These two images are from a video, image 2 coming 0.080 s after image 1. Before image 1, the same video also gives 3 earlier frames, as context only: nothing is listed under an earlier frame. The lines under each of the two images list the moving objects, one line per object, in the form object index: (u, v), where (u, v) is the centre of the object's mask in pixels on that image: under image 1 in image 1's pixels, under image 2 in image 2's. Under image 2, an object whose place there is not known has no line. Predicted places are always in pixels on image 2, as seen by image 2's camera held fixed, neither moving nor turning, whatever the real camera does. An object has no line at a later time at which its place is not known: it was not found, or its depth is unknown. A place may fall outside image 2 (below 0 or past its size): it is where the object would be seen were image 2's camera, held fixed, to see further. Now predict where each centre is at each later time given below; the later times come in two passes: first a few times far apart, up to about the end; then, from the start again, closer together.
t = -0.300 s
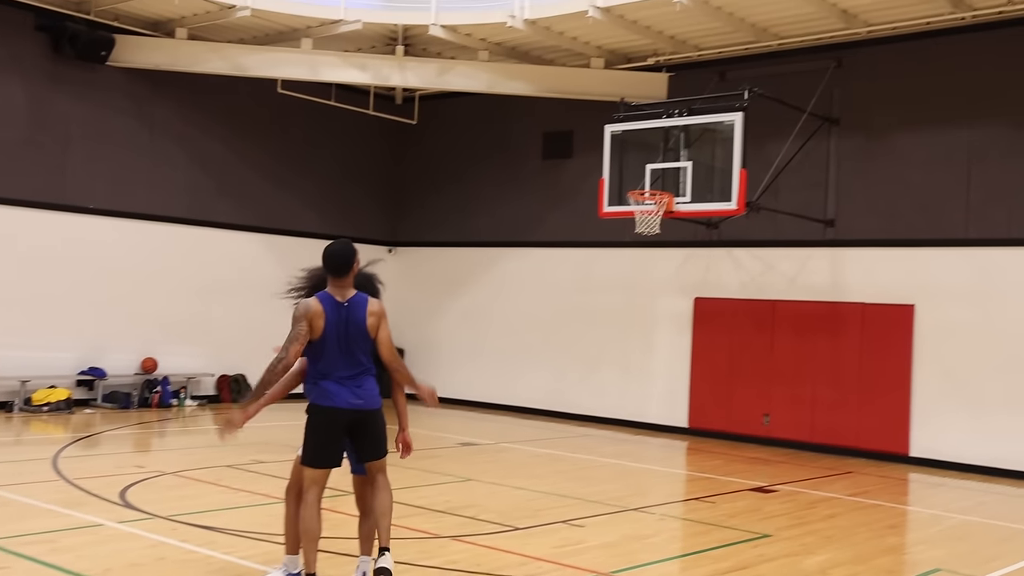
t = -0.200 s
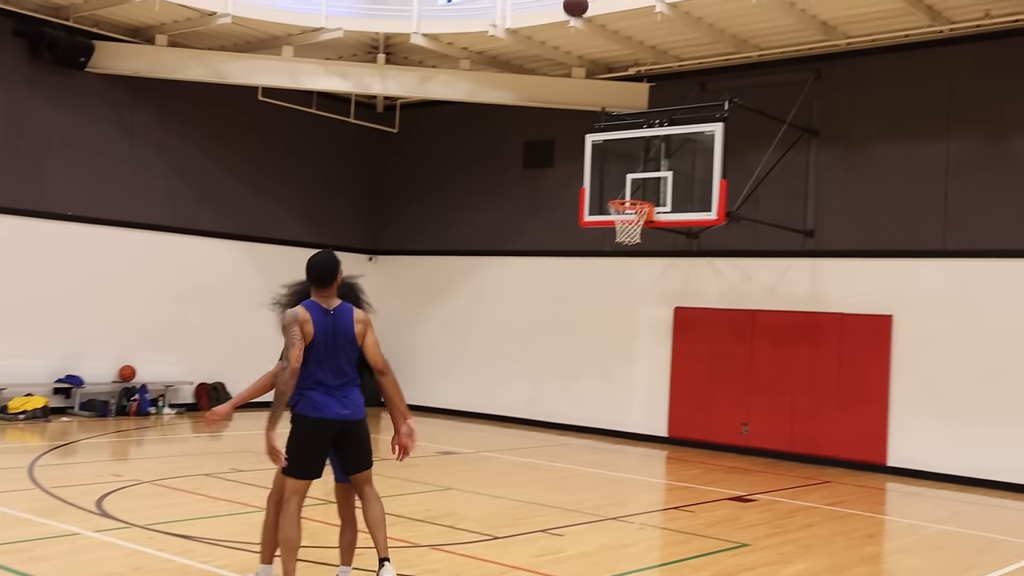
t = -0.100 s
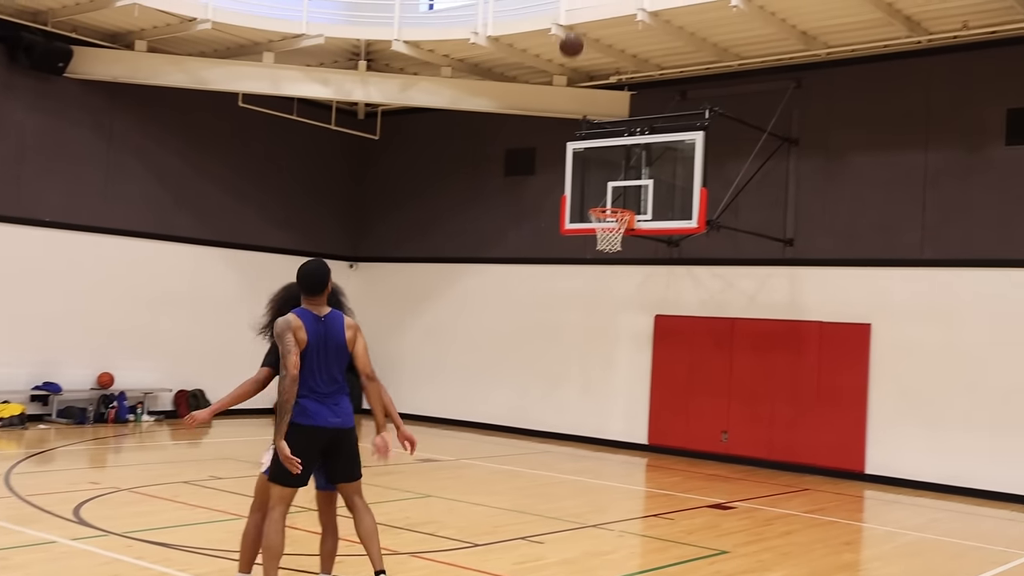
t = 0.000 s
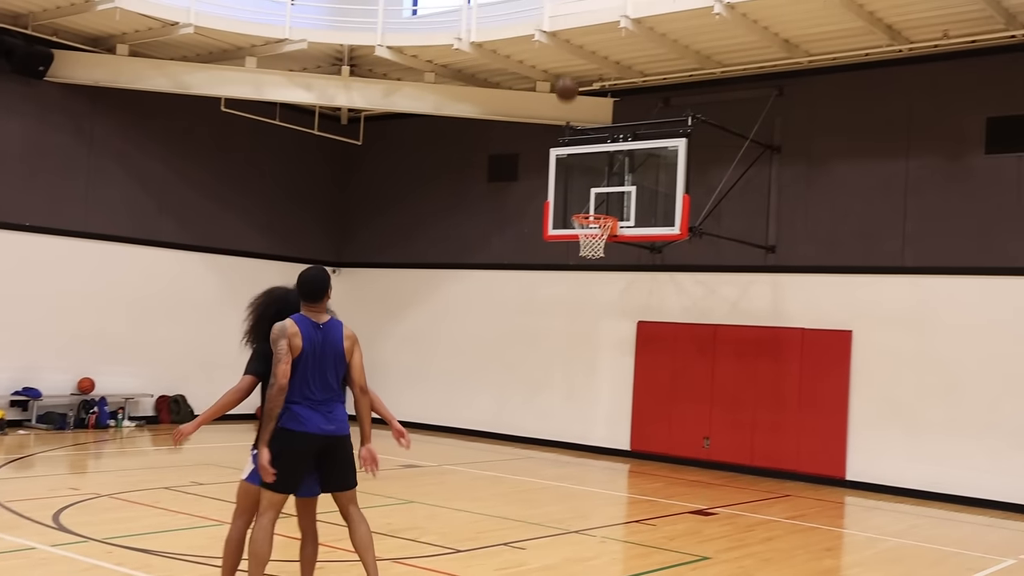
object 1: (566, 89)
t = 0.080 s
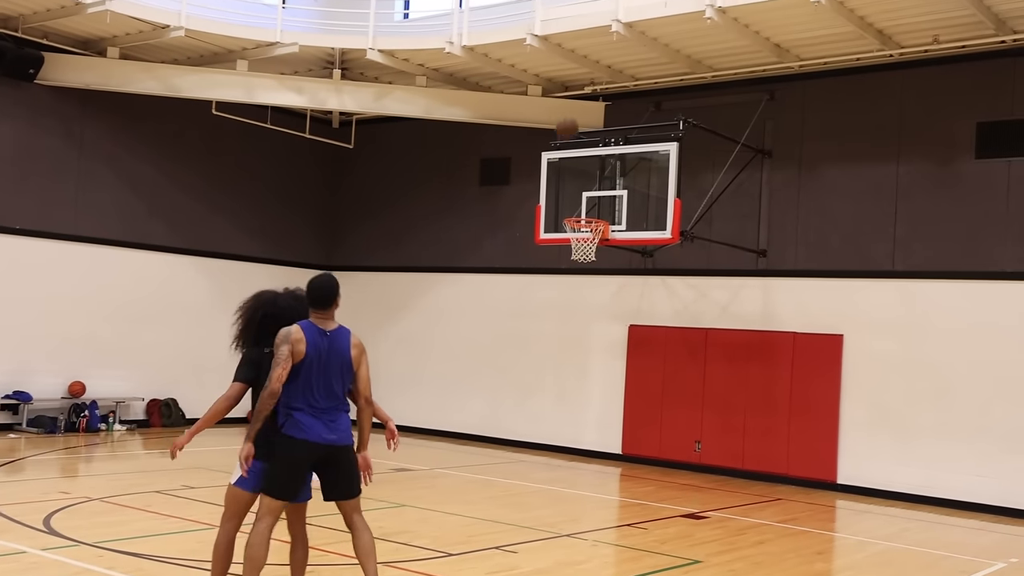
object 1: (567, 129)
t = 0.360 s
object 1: (584, 270)
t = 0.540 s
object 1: (582, 363)
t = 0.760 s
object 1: (578, 467)
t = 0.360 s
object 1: (584, 270)
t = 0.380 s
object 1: (585, 275)
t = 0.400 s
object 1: (585, 284)
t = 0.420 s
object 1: (584, 295)
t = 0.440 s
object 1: (584, 305)
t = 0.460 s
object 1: (584, 316)
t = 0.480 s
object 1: (583, 327)
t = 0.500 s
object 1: (583, 339)
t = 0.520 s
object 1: (583, 350)
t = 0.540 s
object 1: (582, 363)
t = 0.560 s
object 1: (582, 375)
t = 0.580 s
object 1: (582, 388)
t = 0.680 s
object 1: (578, 462)
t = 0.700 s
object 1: (577, 478)
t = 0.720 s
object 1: (577, 490)
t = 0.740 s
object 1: (577, 479)
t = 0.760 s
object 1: (578, 467)
